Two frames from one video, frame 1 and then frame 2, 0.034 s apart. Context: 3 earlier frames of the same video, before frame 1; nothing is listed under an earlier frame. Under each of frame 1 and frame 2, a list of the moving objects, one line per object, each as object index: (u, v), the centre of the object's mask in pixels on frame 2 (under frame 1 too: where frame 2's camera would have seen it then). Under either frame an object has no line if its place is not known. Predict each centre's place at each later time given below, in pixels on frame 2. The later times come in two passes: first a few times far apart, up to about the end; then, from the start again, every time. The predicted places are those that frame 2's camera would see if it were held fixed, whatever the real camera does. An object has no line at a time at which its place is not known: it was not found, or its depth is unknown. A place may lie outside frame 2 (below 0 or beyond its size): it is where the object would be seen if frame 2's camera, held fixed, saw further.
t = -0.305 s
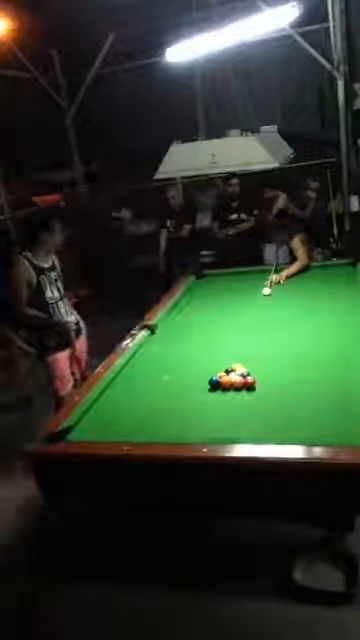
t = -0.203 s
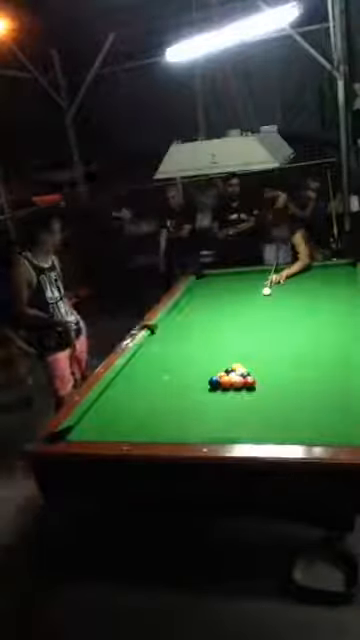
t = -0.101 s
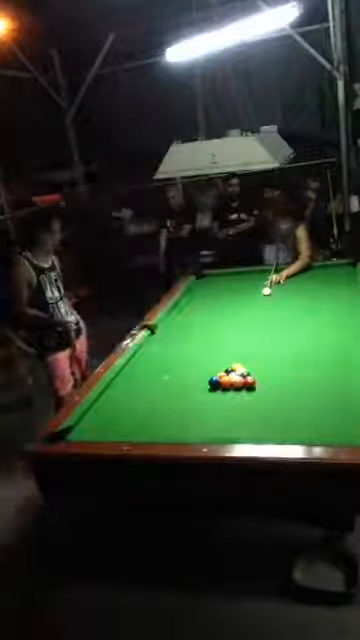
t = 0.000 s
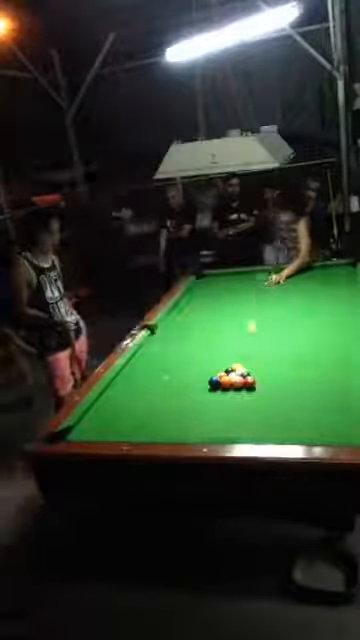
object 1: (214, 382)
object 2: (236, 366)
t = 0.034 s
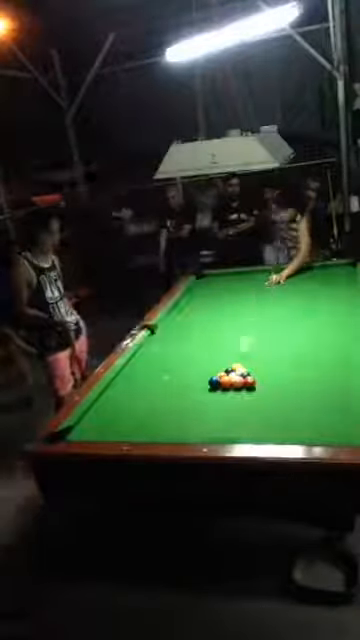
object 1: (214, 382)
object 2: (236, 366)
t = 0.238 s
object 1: (158, 411)
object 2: (223, 359)
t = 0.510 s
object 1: (107, 423)
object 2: (204, 350)
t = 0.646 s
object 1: (101, 412)
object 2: (196, 345)
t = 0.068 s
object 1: (214, 382)
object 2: (236, 366)
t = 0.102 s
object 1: (203, 390)
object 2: (233, 363)
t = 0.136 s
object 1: (191, 396)
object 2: (232, 361)
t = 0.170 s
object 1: (180, 400)
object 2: (229, 360)
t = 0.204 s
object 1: (169, 407)
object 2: (227, 361)
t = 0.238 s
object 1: (158, 411)
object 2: (223, 359)
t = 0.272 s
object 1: (145, 421)
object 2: (220, 359)
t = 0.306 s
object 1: (135, 425)
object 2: (218, 357)
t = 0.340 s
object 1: (128, 429)
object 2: (216, 356)
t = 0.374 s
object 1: (116, 429)
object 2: (214, 355)
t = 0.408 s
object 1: (115, 430)
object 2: (212, 353)
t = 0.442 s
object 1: (113, 428)
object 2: (209, 352)
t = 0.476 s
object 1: (110, 427)
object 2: (206, 351)
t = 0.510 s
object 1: (107, 423)
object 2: (204, 350)
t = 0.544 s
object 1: (106, 420)
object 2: (202, 349)
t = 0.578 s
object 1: (106, 419)
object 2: (200, 348)
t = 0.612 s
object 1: (103, 415)
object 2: (197, 347)
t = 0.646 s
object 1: (101, 412)
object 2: (196, 345)
